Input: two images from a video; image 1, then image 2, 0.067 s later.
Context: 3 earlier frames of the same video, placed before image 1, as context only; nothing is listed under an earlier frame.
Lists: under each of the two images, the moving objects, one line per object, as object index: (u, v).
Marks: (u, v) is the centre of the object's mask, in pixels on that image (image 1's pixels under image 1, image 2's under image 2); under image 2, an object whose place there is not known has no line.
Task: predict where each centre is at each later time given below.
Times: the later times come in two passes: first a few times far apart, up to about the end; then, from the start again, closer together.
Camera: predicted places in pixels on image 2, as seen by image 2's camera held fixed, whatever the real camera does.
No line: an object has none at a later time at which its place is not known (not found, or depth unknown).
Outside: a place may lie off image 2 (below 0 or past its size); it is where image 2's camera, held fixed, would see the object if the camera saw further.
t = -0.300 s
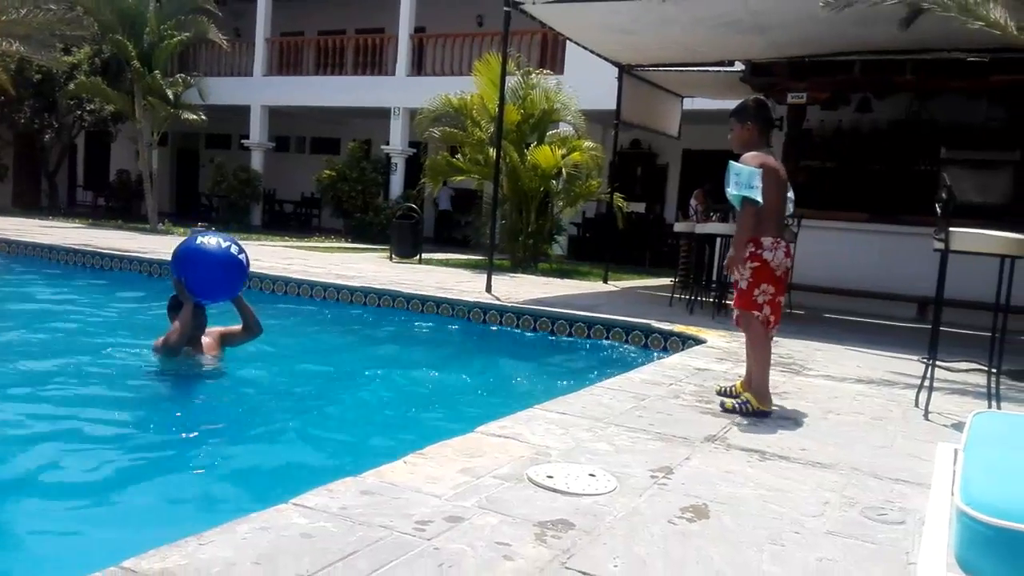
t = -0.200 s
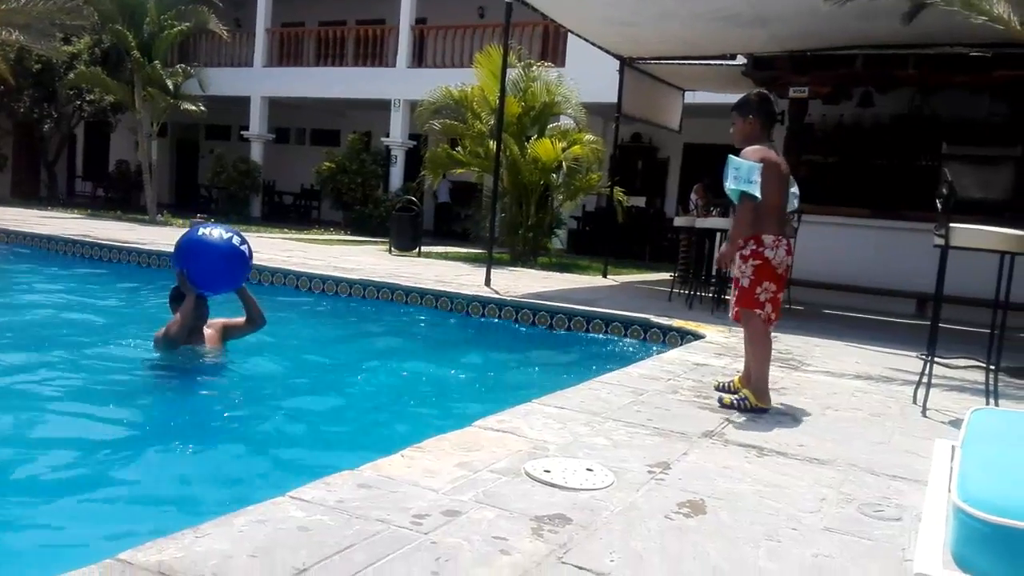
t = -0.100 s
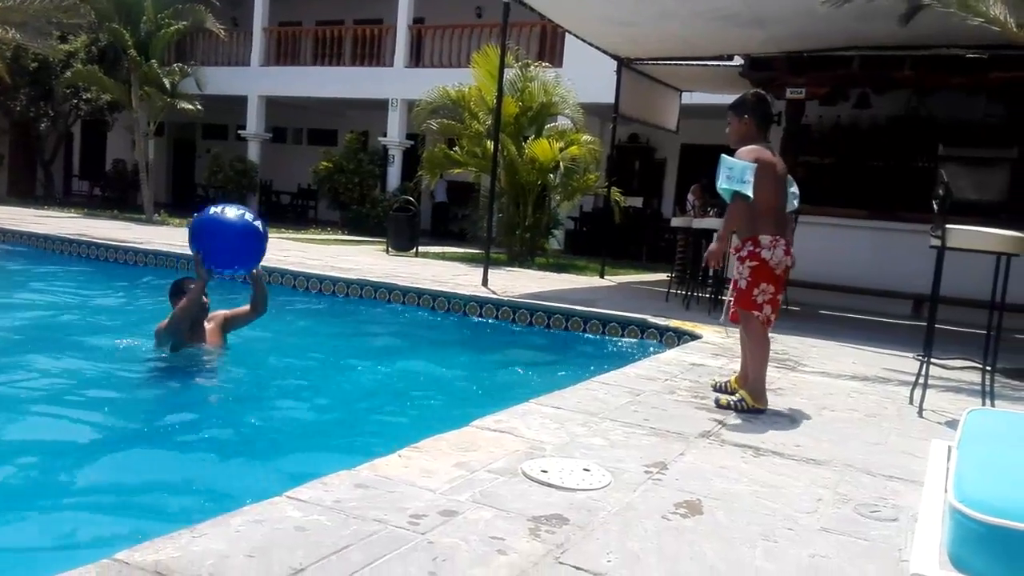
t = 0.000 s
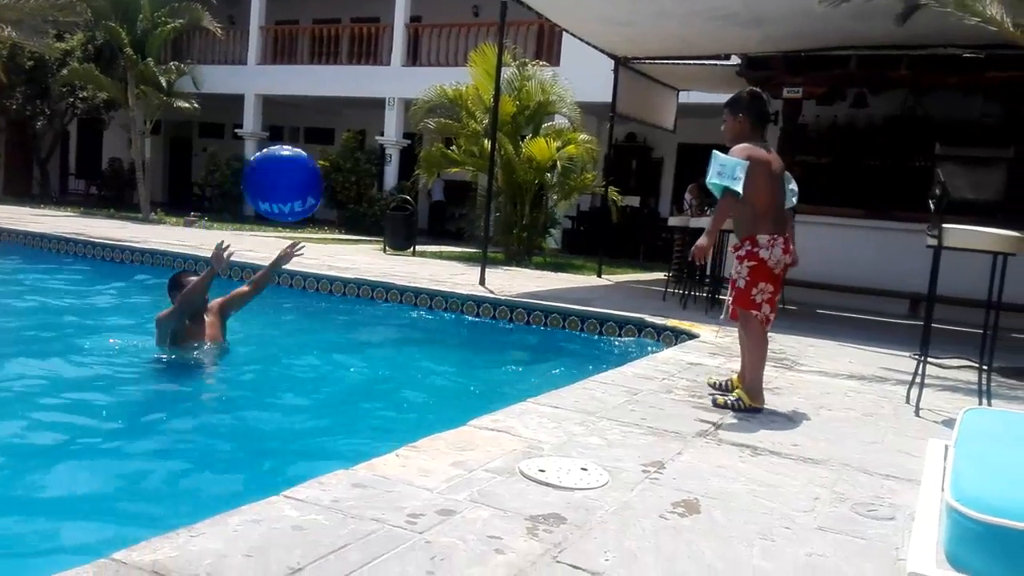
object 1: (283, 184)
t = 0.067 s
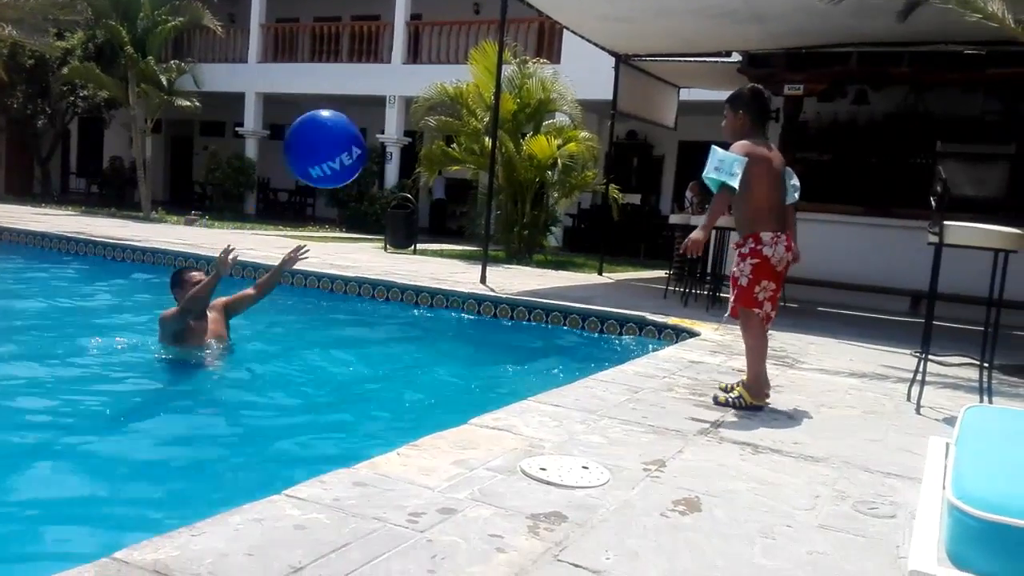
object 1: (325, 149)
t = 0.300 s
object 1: (477, 76)
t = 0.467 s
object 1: (589, 75)
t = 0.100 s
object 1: (345, 135)
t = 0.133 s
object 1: (367, 122)
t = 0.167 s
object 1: (388, 110)
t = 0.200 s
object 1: (410, 98)
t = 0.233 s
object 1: (432, 90)
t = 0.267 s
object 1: (454, 82)
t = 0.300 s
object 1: (477, 76)
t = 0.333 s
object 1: (499, 73)
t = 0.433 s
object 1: (566, 71)
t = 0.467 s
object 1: (589, 75)
